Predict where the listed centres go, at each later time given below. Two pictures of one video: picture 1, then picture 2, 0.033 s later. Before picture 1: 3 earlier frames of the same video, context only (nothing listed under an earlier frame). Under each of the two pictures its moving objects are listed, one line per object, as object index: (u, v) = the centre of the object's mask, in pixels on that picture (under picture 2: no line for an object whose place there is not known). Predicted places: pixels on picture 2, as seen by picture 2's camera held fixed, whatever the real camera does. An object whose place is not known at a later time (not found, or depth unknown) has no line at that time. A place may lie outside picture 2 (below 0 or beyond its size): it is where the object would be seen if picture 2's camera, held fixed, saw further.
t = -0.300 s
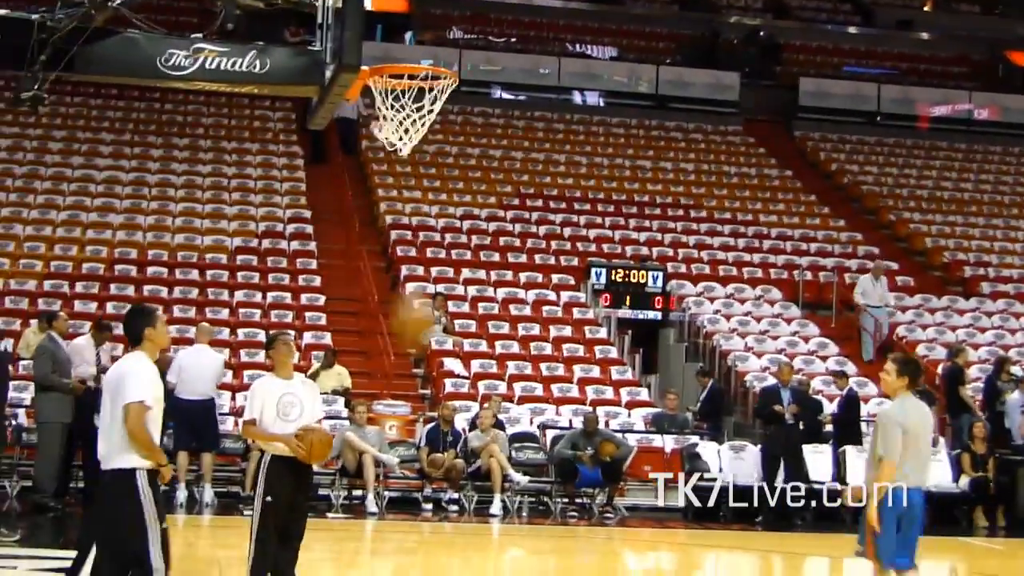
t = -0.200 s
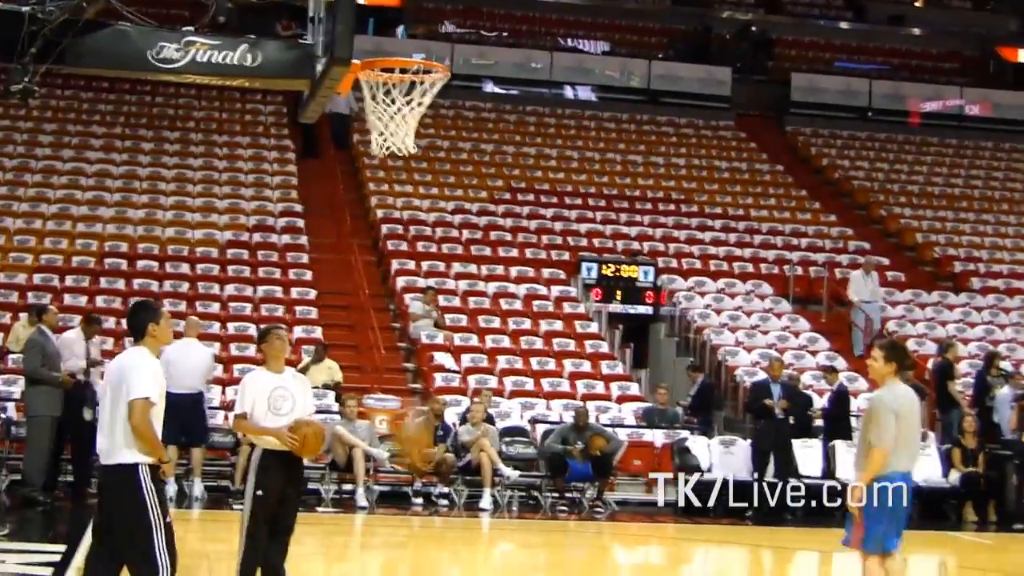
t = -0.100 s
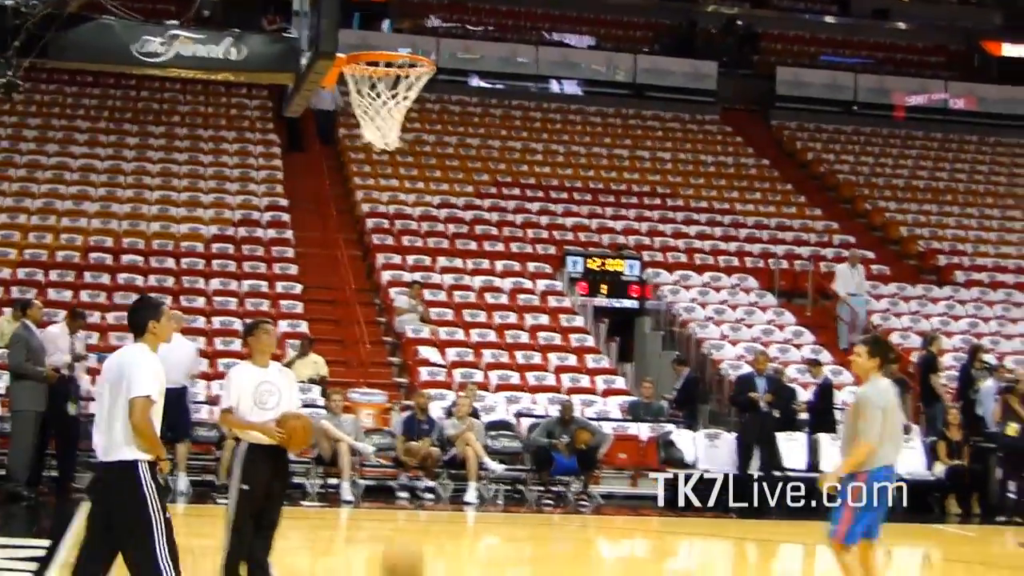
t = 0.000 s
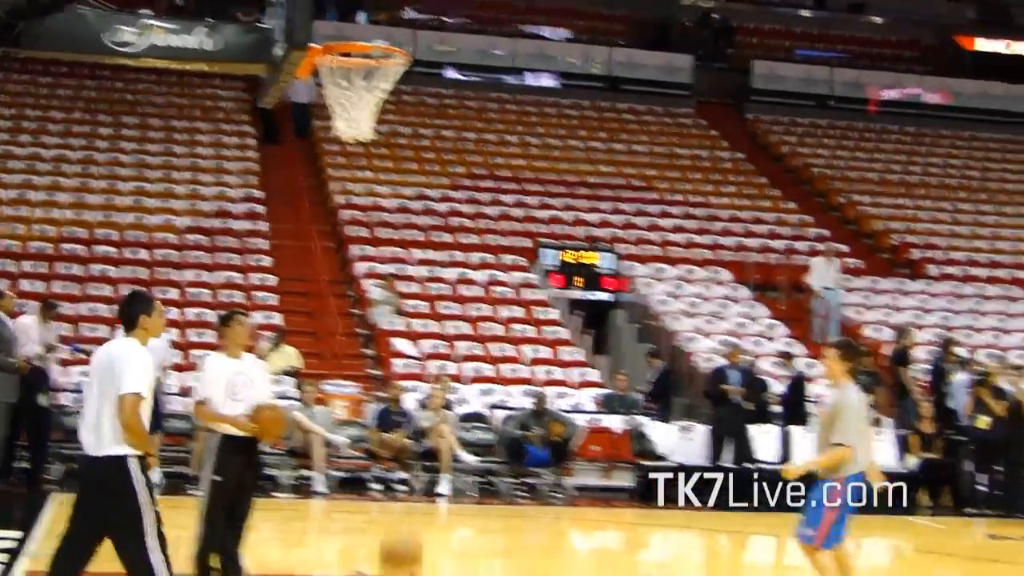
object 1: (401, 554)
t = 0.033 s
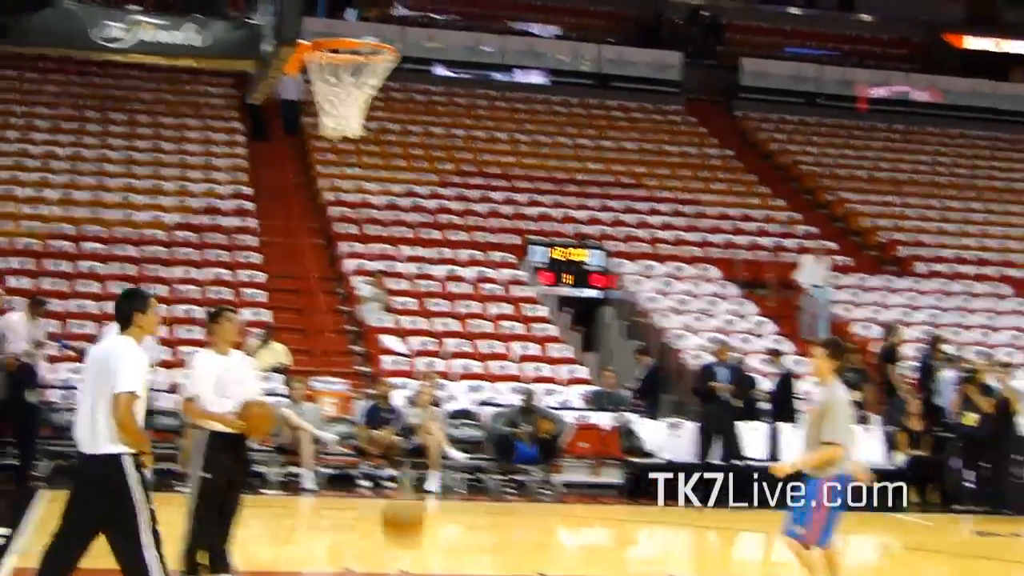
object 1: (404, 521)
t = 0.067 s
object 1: (416, 485)
